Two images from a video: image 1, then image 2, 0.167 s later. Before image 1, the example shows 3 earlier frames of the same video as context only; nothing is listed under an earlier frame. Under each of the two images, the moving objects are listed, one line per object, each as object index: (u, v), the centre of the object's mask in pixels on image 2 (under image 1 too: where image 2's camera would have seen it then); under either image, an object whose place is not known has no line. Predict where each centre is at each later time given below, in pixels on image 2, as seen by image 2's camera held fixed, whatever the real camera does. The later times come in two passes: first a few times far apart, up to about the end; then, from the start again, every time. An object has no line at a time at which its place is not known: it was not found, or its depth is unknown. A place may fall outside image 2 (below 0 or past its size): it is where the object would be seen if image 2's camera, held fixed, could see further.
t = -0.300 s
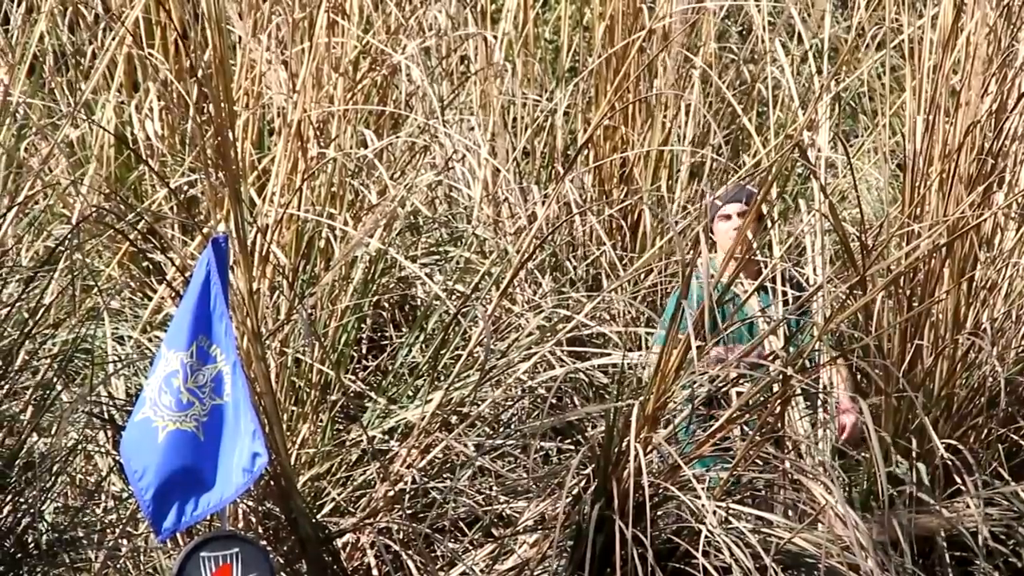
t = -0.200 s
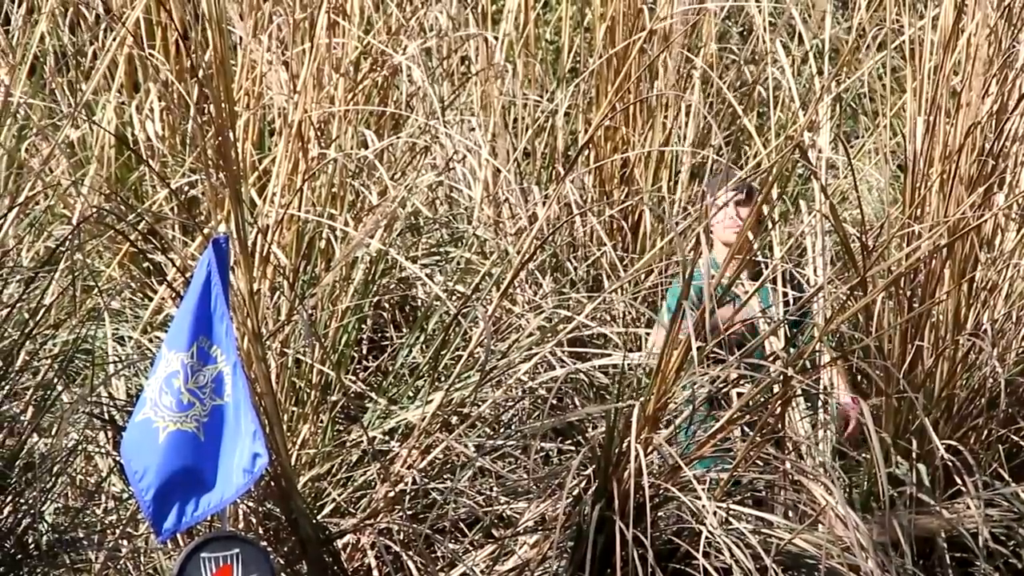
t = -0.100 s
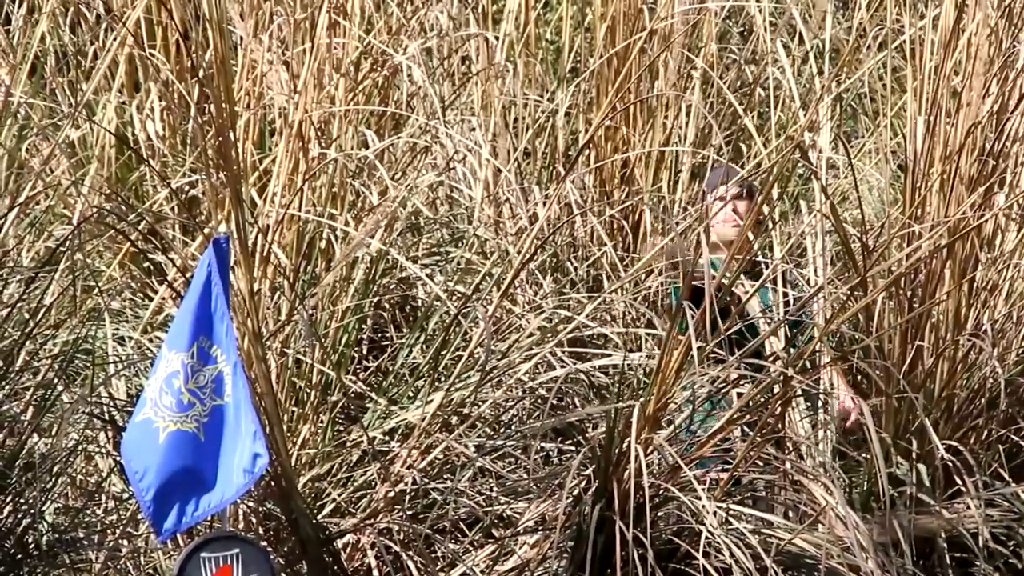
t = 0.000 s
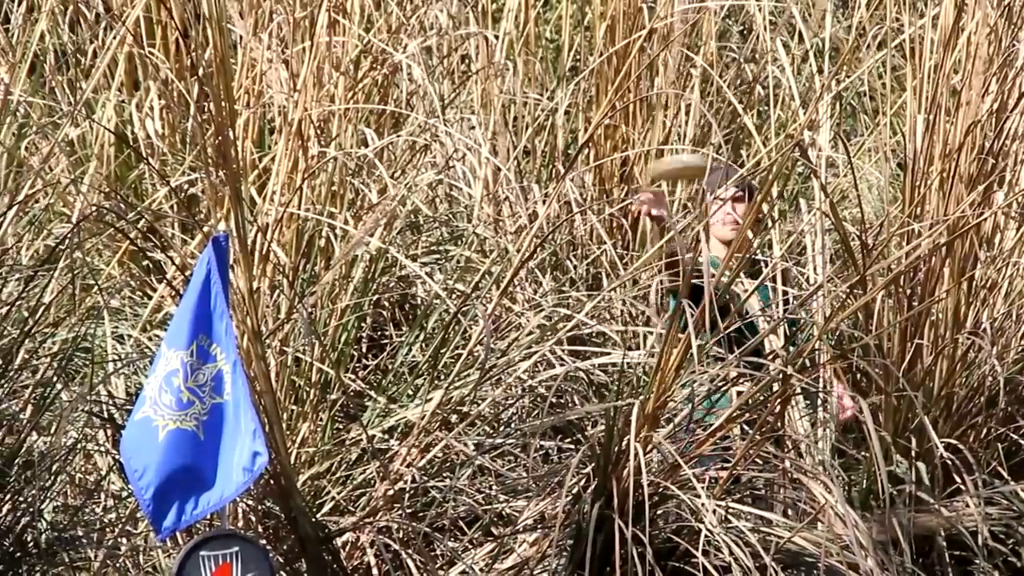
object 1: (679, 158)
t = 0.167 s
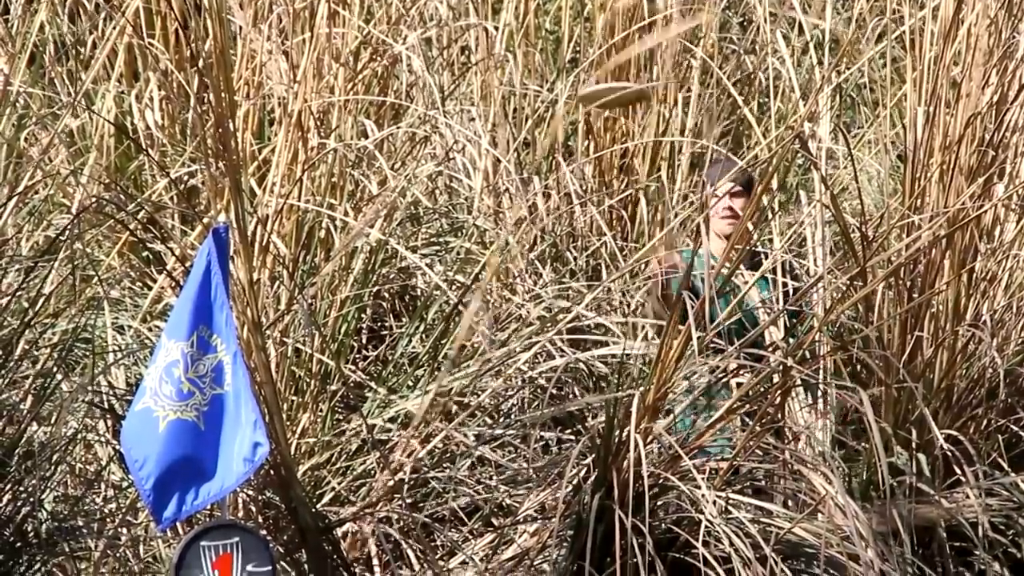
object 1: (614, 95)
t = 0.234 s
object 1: (598, 91)
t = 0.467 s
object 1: (537, 132)
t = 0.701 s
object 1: (484, 250)
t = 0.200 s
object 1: (604, 92)
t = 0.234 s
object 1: (598, 91)
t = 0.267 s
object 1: (590, 92)
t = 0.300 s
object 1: (581, 95)
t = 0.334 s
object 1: (571, 100)
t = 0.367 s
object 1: (562, 106)
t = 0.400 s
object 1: (554, 114)
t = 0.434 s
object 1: (547, 124)
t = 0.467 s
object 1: (537, 132)
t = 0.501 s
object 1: (528, 147)
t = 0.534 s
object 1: (522, 161)
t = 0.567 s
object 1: (514, 177)
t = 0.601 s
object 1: (505, 194)
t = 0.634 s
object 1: (500, 211)
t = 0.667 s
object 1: (490, 232)
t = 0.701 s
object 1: (484, 250)
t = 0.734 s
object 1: (477, 277)
